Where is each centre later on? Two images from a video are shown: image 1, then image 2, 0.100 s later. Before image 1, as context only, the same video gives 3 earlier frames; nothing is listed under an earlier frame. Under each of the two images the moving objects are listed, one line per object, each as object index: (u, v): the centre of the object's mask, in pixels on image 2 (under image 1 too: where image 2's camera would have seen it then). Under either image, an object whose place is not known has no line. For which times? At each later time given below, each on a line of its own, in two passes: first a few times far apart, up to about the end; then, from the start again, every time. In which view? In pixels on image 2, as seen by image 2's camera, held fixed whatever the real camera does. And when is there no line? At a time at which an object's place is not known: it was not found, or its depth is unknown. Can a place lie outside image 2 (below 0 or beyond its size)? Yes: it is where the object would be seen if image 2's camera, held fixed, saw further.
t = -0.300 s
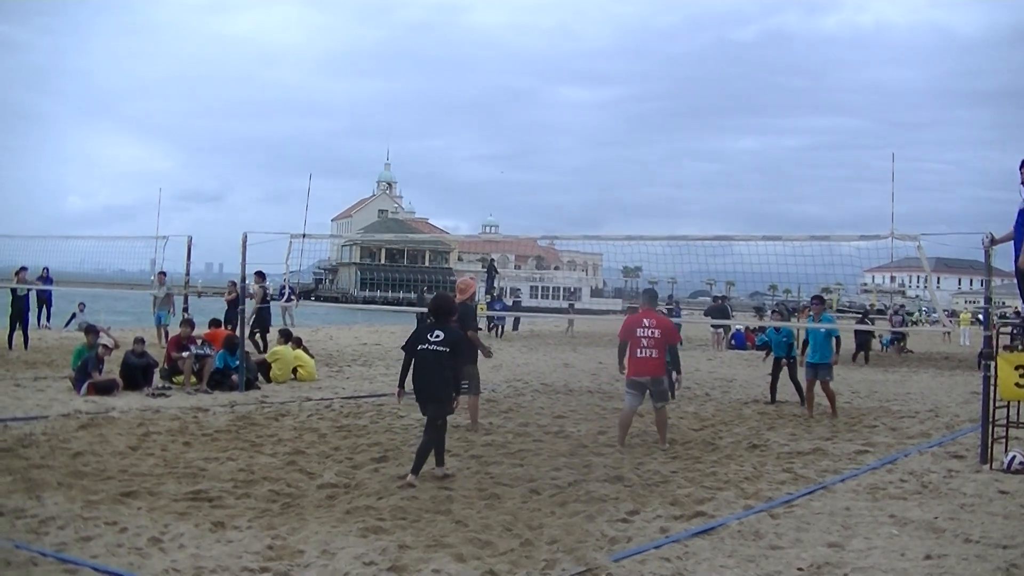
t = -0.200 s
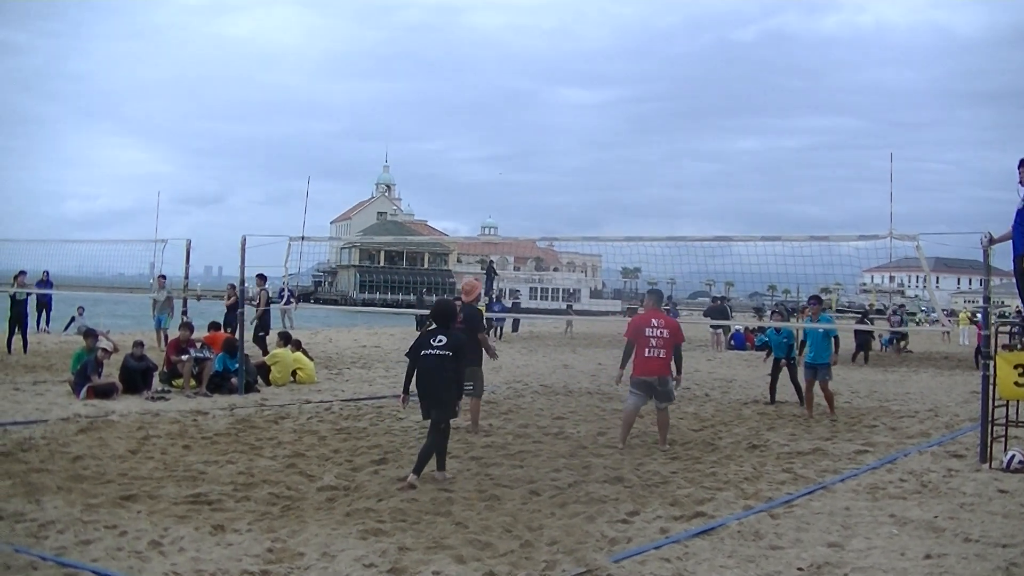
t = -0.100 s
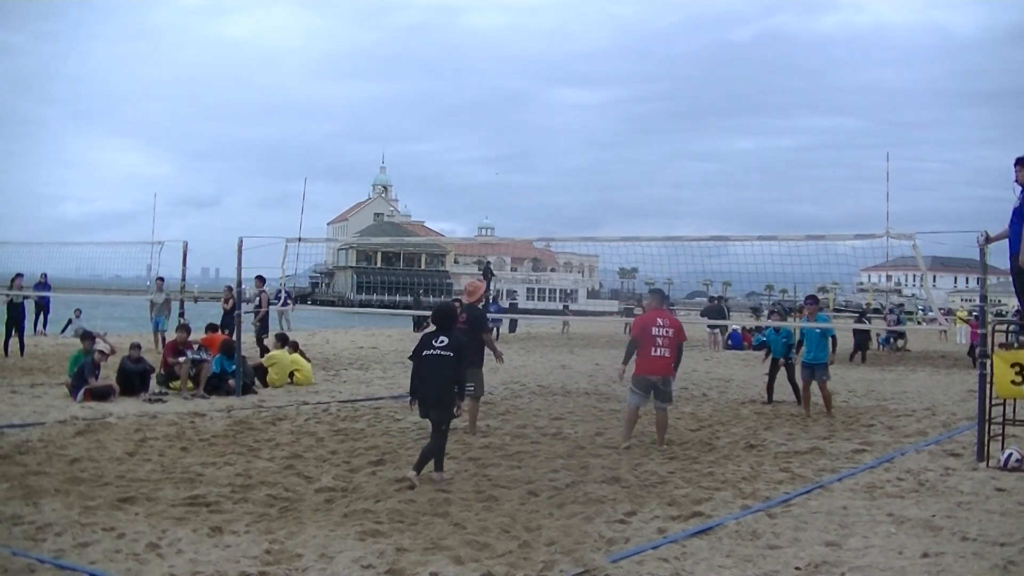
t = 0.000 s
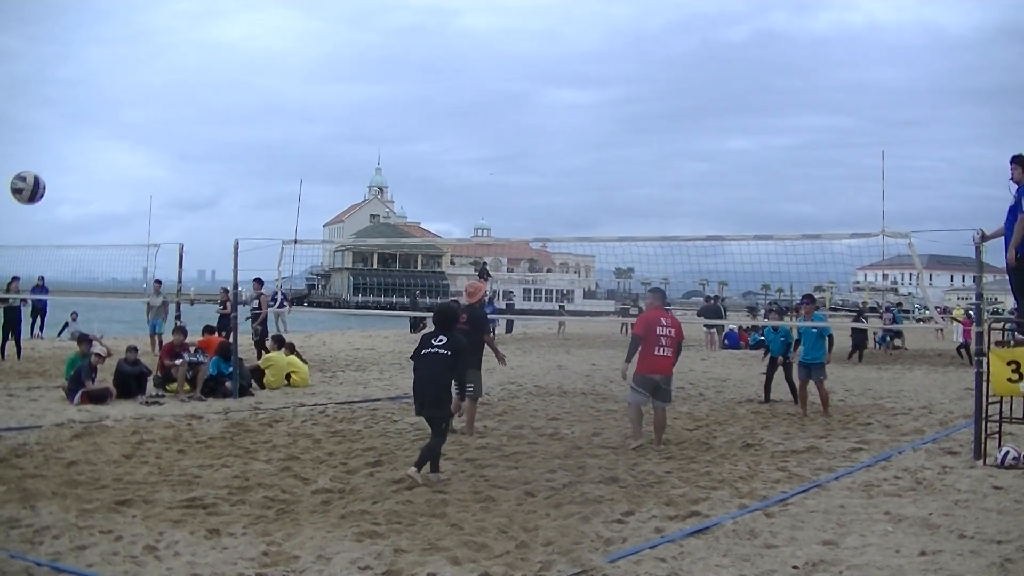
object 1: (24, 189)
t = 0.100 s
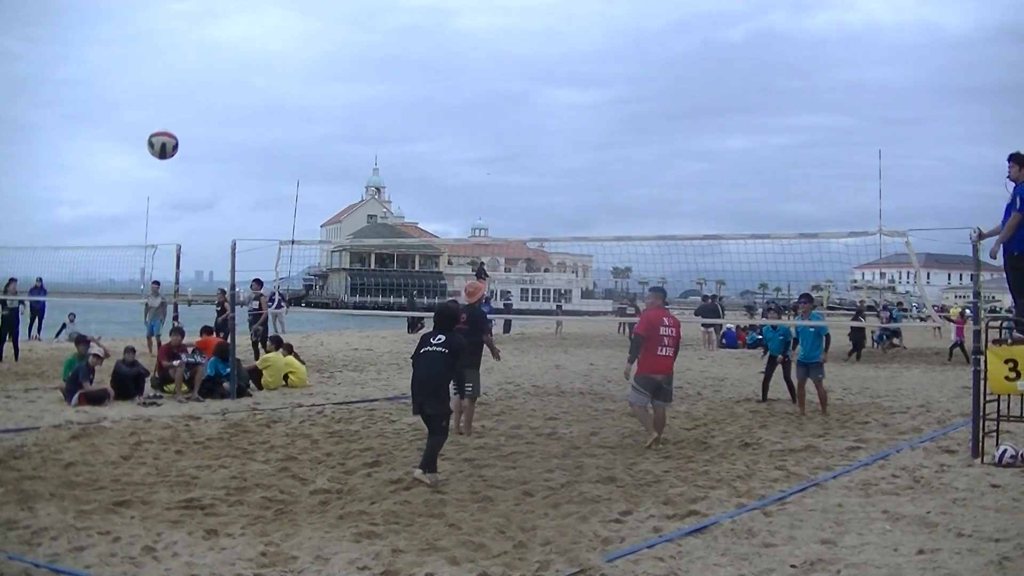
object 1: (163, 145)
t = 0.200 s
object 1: (278, 121)
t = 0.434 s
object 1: (481, 124)
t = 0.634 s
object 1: (608, 168)
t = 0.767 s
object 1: (677, 212)
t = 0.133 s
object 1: (204, 135)
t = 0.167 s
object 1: (241, 127)
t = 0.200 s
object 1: (278, 121)
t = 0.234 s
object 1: (312, 117)
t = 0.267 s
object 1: (344, 114)
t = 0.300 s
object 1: (374, 114)
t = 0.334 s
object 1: (403, 114)
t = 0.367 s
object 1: (431, 116)
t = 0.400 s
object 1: (457, 119)
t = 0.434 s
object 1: (481, 124)
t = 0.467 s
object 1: (505, 129)
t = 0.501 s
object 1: (527, 136)
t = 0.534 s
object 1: (549, 142)
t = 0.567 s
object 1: (569, 150)
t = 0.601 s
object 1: (589, 159)
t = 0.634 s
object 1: (608, 168)
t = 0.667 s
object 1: (627, 178)
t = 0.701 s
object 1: (645, 189)
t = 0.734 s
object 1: (661, 200)
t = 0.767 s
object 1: (677, 212)
